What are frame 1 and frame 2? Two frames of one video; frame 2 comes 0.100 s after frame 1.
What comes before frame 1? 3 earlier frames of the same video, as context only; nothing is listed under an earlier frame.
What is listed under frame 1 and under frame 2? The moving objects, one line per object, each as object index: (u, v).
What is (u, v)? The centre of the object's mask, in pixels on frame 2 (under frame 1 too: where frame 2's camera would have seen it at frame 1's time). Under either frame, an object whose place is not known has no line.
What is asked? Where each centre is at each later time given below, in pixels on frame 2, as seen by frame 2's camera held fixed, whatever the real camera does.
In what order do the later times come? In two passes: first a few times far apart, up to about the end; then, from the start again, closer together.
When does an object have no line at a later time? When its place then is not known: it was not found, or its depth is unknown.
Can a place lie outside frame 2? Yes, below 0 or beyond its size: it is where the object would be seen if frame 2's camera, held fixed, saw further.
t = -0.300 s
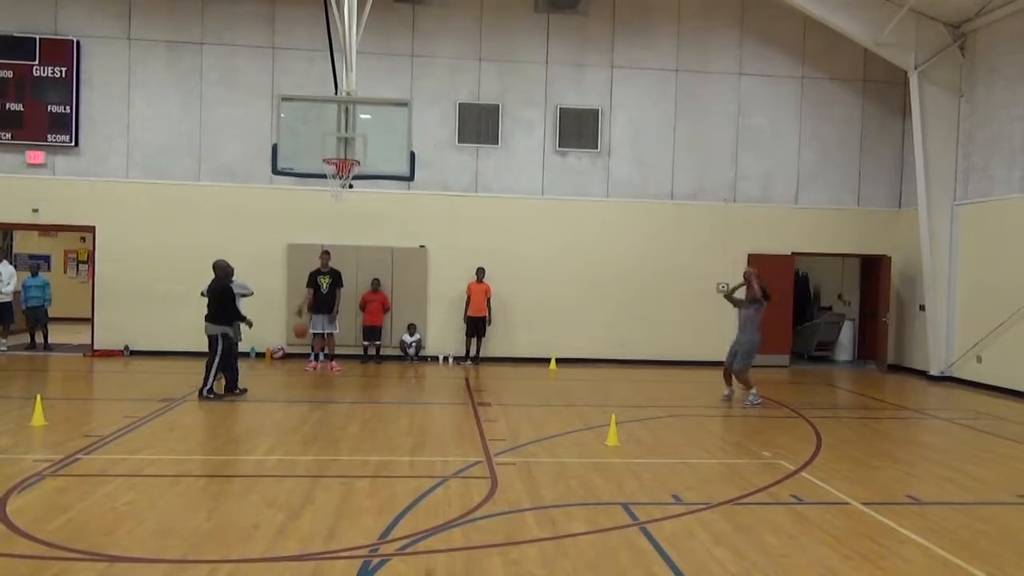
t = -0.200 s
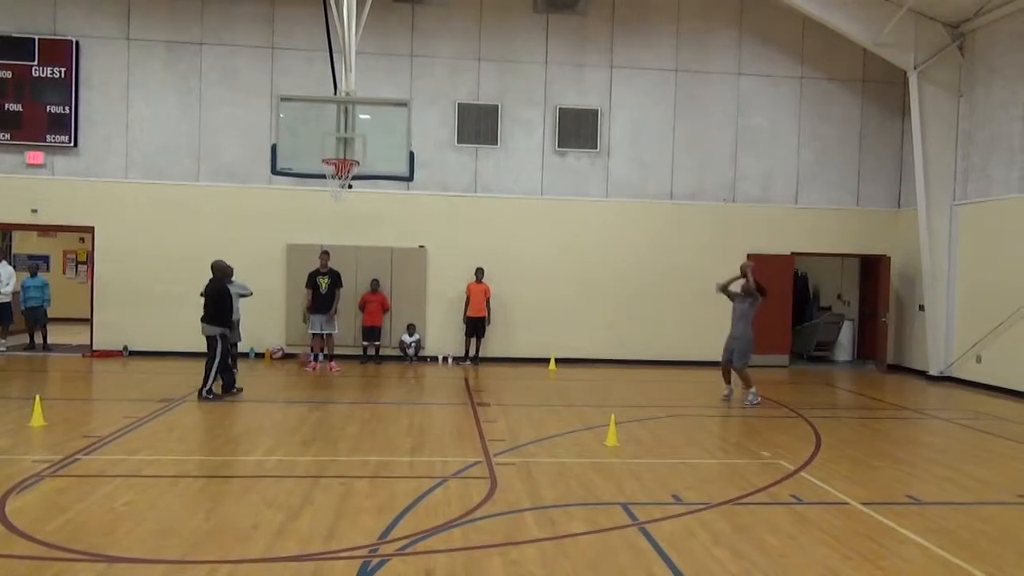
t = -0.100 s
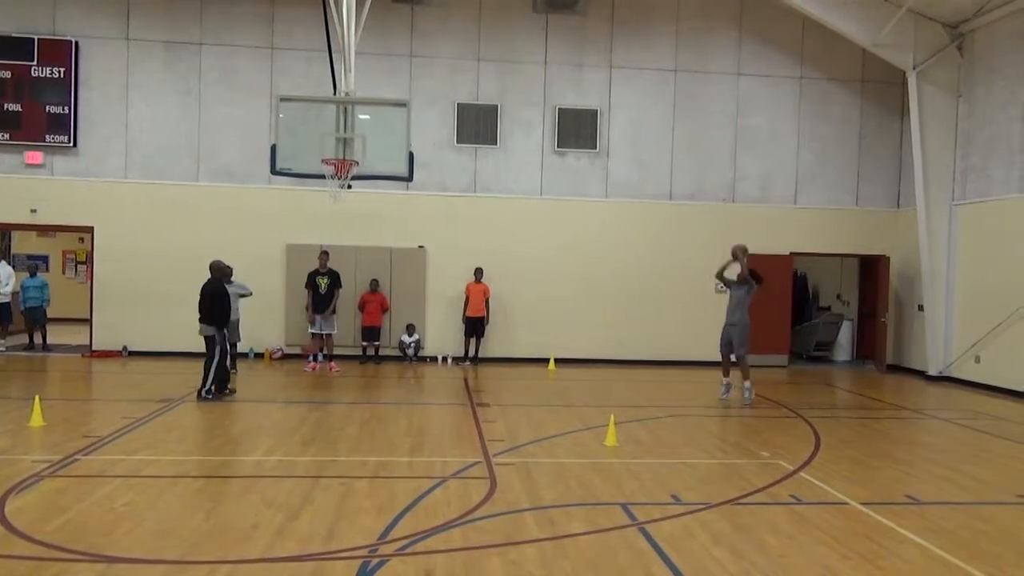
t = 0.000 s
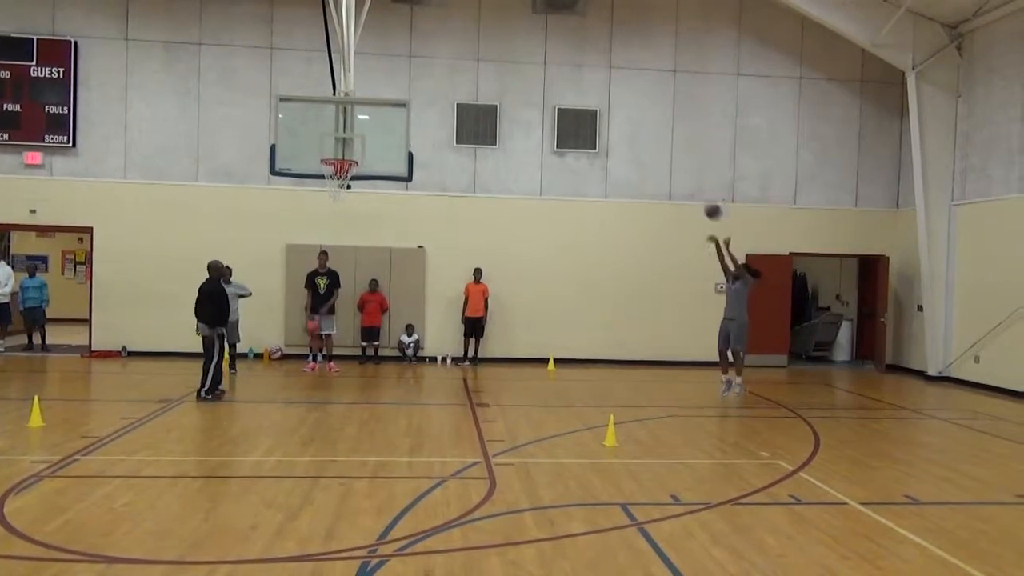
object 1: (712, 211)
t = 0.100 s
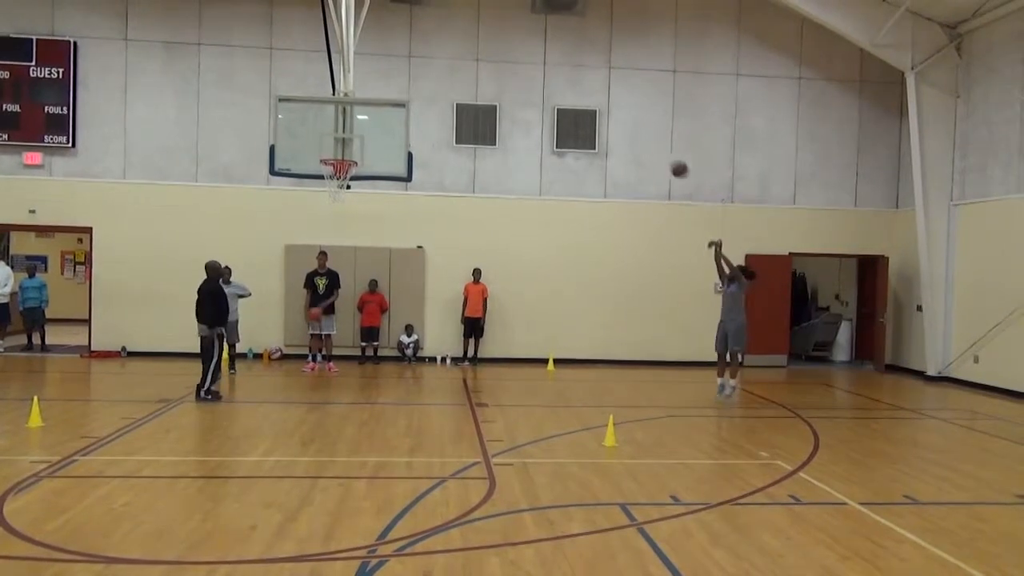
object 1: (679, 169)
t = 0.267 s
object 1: (624, 115)
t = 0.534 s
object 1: (536, 71)
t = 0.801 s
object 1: (445, 79)
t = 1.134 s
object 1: (331, 158)
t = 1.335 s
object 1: (338, 183)
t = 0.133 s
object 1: (669, 157)
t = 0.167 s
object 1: (658, 145)
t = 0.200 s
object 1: (646, 134)
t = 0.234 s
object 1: (635, 124)
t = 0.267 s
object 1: (624, 115)
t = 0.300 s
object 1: (613, 107)
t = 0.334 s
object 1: (602, 100)
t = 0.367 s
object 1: (591, 93)
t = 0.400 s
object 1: (580, 87)
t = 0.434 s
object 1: (569, 82)
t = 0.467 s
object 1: (558, 78)
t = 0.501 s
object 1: (547, 74)
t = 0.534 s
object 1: (536, 71)
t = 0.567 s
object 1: (525, 70)
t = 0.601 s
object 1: (514, 68)
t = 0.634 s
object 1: (502, 68)
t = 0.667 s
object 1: (491, 69)
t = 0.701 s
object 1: (479, 70)
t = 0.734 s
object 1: (468, 72)
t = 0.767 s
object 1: (457, 75)
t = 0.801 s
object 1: (445, 79)
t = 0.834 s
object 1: (434, 83)
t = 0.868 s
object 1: (423, 89)
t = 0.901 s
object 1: (411, 95)
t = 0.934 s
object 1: (400, 102)
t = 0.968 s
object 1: (389, 110)
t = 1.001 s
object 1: (377, 118)
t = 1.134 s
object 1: (331, 158)
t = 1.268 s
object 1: (334, 186)
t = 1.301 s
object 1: (336, 186)
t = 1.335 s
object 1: (338, 183)
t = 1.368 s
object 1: (338, 183)
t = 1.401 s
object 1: (338, 191)
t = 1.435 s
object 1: (336, 196)
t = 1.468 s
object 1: (336, 201)
